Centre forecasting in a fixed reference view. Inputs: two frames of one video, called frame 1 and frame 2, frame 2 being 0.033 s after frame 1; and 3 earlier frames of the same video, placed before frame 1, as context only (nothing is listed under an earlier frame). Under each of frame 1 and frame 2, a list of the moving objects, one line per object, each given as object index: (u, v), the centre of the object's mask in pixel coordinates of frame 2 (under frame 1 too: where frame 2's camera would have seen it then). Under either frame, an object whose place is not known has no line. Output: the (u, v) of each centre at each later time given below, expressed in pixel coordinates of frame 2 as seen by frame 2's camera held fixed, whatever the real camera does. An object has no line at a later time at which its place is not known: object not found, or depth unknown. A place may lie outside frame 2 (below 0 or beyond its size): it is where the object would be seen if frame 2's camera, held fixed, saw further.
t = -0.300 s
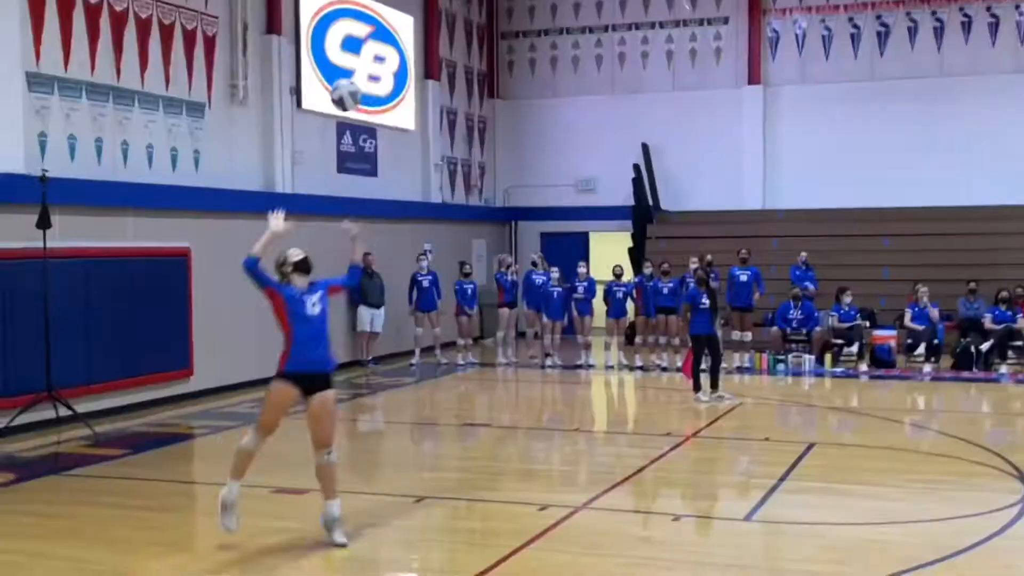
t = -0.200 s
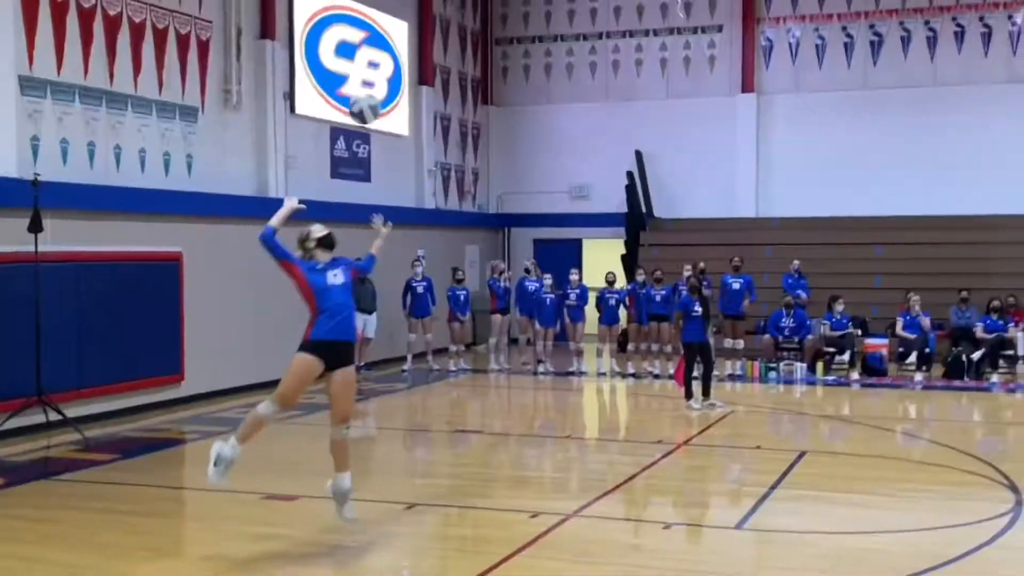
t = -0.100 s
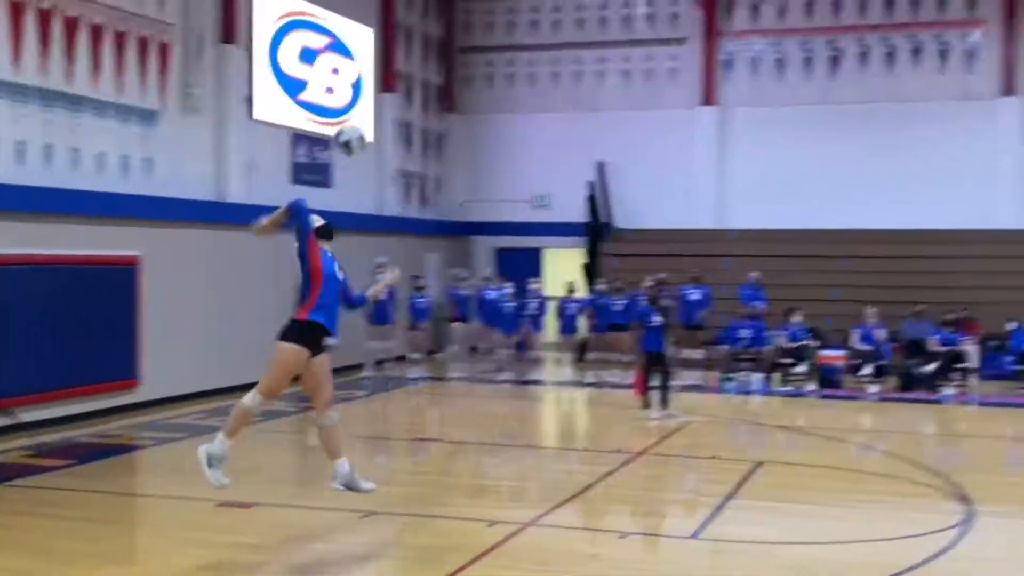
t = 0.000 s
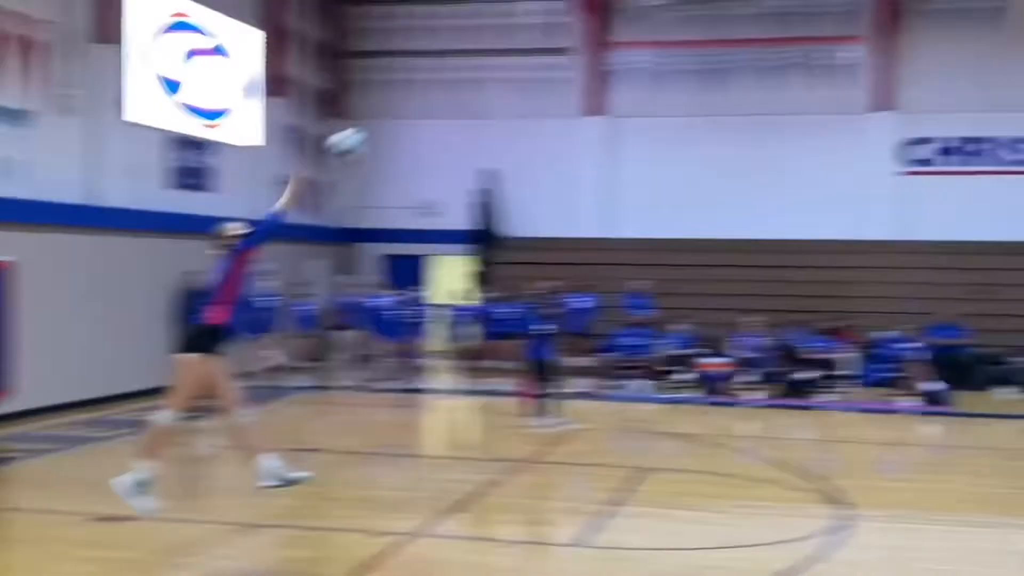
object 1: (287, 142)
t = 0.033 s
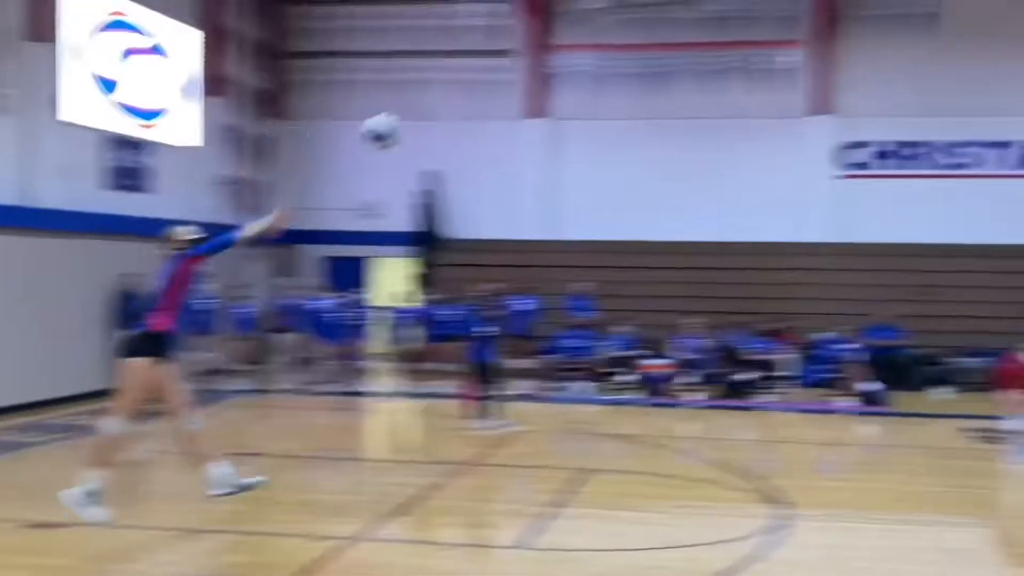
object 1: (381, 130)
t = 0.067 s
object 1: (471, 115)
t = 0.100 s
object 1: (562, 98)
